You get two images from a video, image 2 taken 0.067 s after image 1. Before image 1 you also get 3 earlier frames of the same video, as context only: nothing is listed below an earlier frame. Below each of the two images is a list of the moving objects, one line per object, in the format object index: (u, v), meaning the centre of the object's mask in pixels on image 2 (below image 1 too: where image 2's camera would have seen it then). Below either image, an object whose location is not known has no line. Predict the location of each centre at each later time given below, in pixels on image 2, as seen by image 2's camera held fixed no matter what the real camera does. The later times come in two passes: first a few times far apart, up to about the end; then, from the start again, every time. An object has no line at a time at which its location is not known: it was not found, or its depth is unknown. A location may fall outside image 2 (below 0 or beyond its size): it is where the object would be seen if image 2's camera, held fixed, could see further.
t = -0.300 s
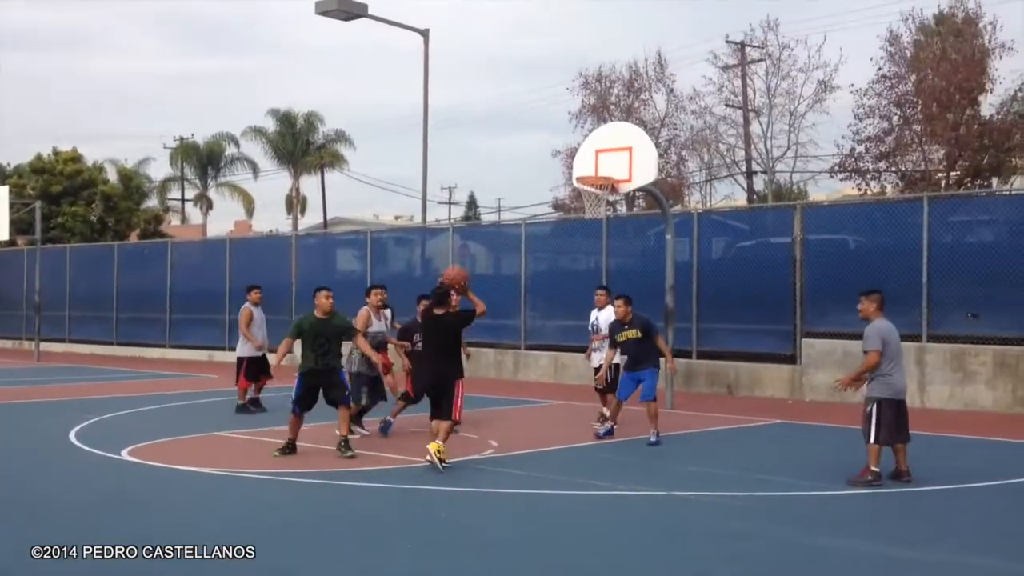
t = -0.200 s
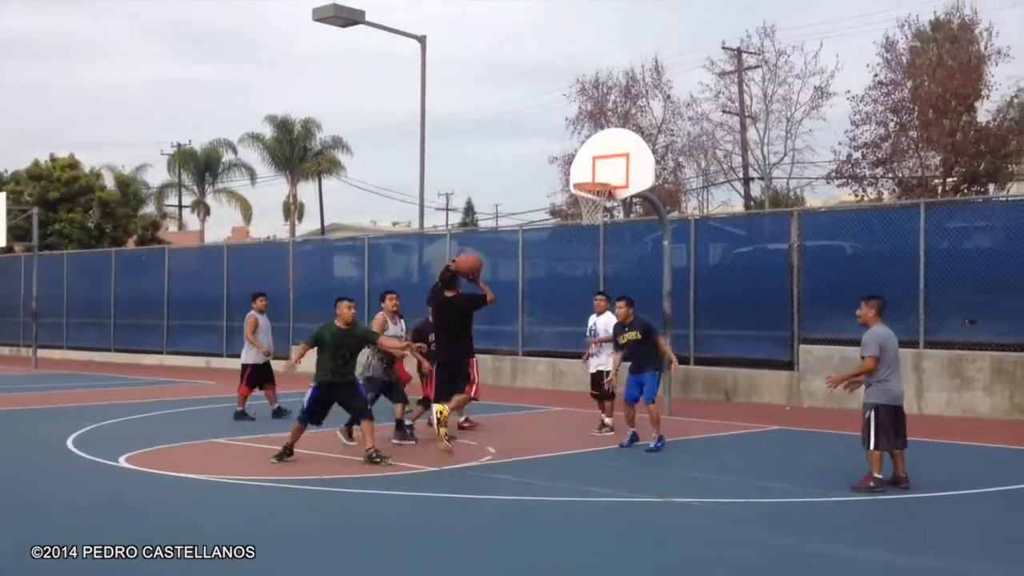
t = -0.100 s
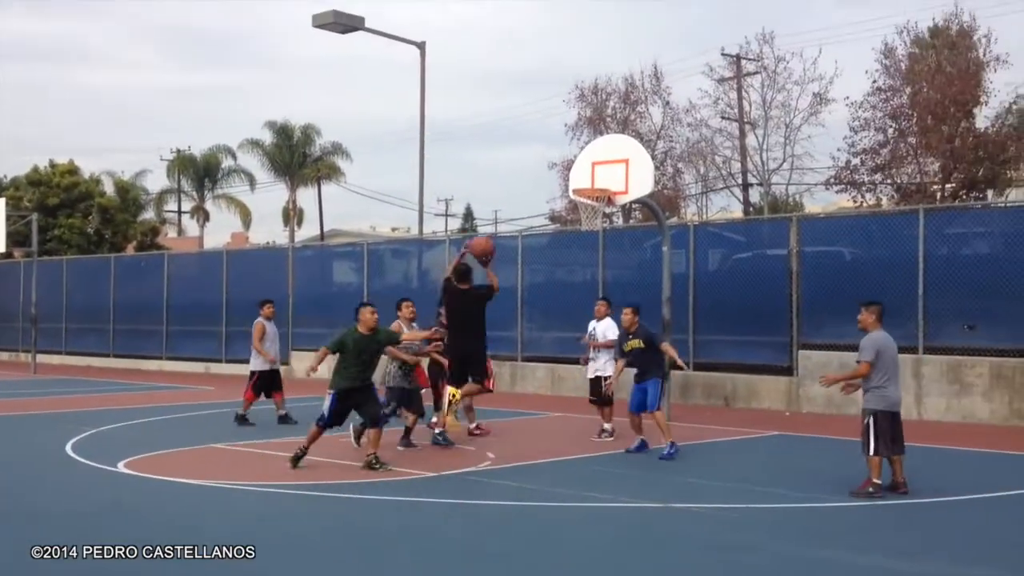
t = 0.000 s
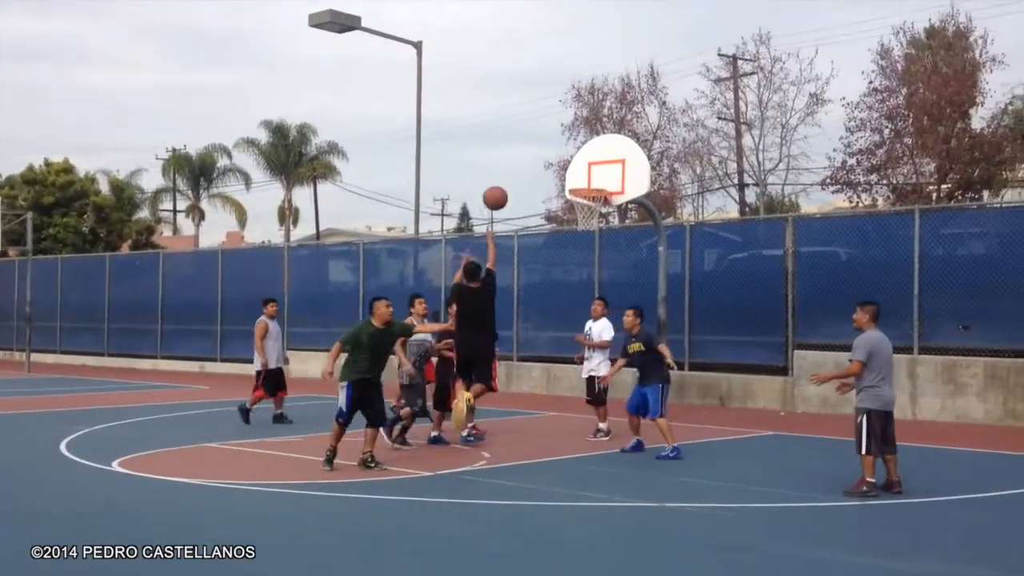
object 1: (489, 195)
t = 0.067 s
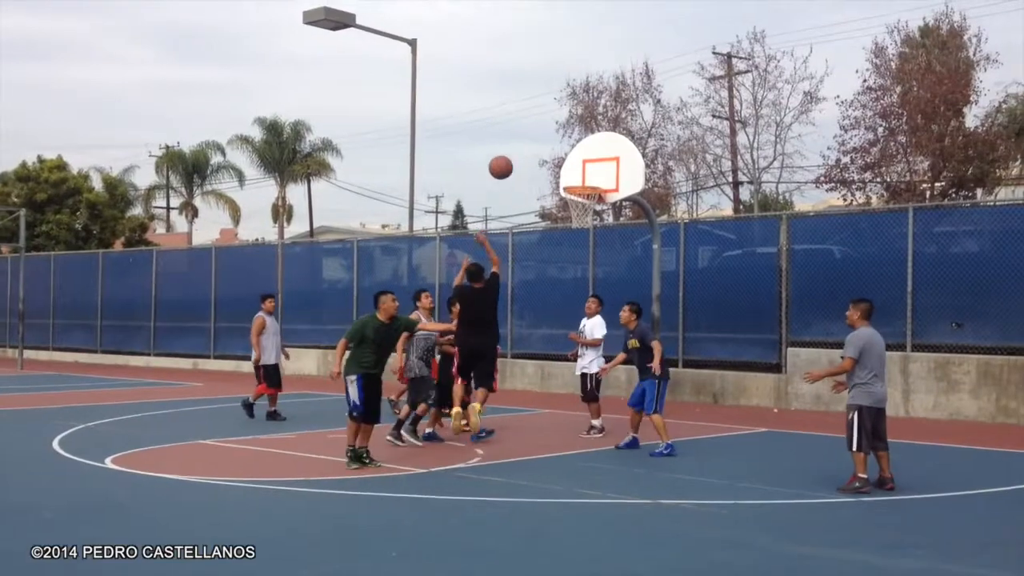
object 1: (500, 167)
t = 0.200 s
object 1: (521, 127)
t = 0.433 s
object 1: (552, 102)
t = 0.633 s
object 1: (574, 119)
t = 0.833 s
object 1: (591, 166)
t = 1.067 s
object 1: (581, 145)
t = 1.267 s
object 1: (560, 136)
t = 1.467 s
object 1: (541, 159)
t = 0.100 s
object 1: (506, 155)
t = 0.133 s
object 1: (511, 144)
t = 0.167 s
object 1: (516, 135)
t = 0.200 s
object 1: (521, 127)
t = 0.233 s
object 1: (526, 119)
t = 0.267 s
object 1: (530, 113)
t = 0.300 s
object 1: (534, 109)
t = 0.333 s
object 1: (539, 105)
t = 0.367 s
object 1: (543, 103)
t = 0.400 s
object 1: (548, 102)
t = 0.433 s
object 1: (552, 102)
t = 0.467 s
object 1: (555, 102)
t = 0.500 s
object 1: (559, 104)
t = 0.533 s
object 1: (563, 107)
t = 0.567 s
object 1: (566, 109)
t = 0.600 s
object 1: (570, 114)
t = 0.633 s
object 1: (574, 119)
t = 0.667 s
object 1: (577, 124)
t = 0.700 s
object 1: (580, 131)
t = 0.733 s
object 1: (583, 140)
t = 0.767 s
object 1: (586, 147)
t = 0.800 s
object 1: (589, 156)
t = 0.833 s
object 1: (591, 166)
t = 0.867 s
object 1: (595, 176)
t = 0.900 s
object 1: (595, 175)
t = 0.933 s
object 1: (594, 168)
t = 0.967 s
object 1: (591, 160)
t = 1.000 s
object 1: (588, 154)
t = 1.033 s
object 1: (585, 149)
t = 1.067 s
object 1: (581, 145)
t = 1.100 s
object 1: (577, 141)
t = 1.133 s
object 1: (574, 139)
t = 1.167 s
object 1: (571, 137)
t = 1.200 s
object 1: (568, 136)
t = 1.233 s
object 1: (563, 136)
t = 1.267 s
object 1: (560, 136)
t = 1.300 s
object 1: (557, 138)
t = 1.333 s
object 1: (554, 140)
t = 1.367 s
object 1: (550, 143)
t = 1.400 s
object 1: (547, 148)
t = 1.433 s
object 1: (544, 153)
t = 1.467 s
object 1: (541, 159)
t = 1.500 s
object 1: (537, 165)
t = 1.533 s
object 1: (533, 172)
